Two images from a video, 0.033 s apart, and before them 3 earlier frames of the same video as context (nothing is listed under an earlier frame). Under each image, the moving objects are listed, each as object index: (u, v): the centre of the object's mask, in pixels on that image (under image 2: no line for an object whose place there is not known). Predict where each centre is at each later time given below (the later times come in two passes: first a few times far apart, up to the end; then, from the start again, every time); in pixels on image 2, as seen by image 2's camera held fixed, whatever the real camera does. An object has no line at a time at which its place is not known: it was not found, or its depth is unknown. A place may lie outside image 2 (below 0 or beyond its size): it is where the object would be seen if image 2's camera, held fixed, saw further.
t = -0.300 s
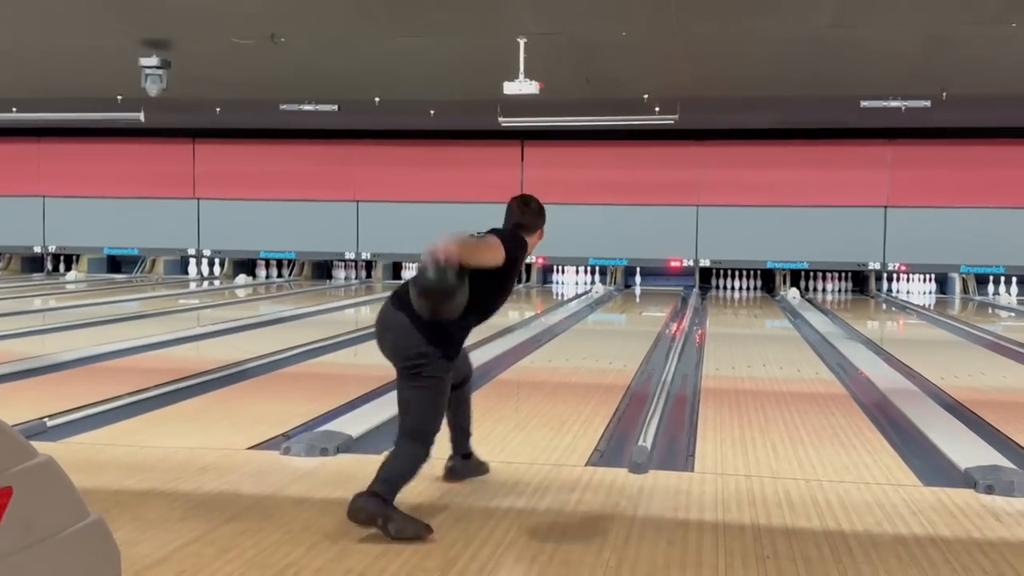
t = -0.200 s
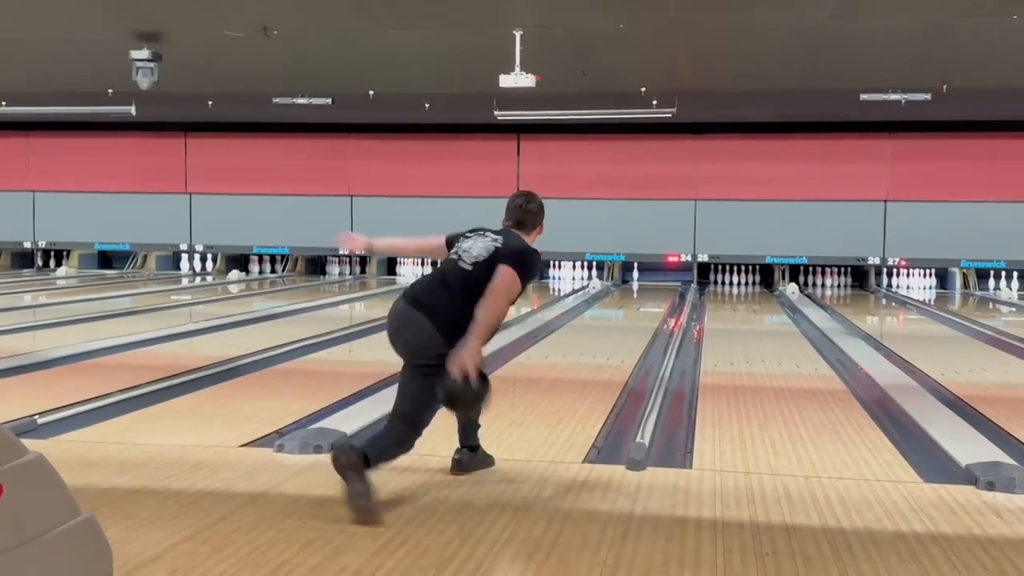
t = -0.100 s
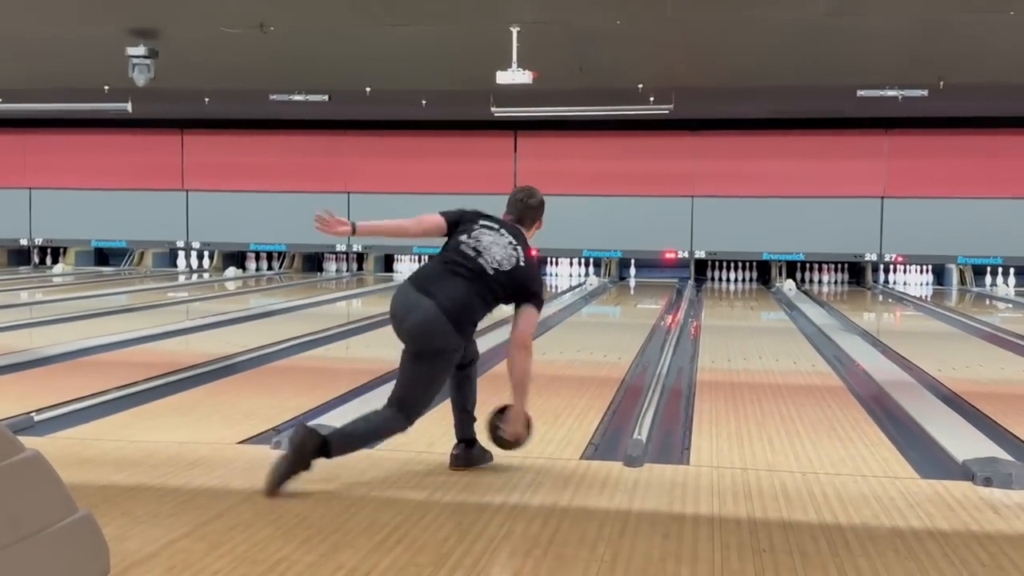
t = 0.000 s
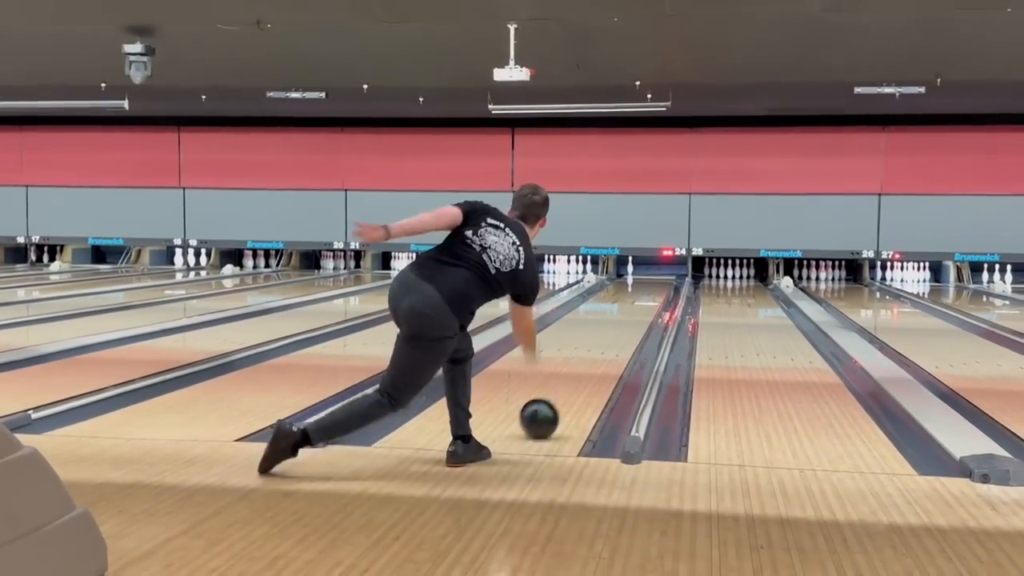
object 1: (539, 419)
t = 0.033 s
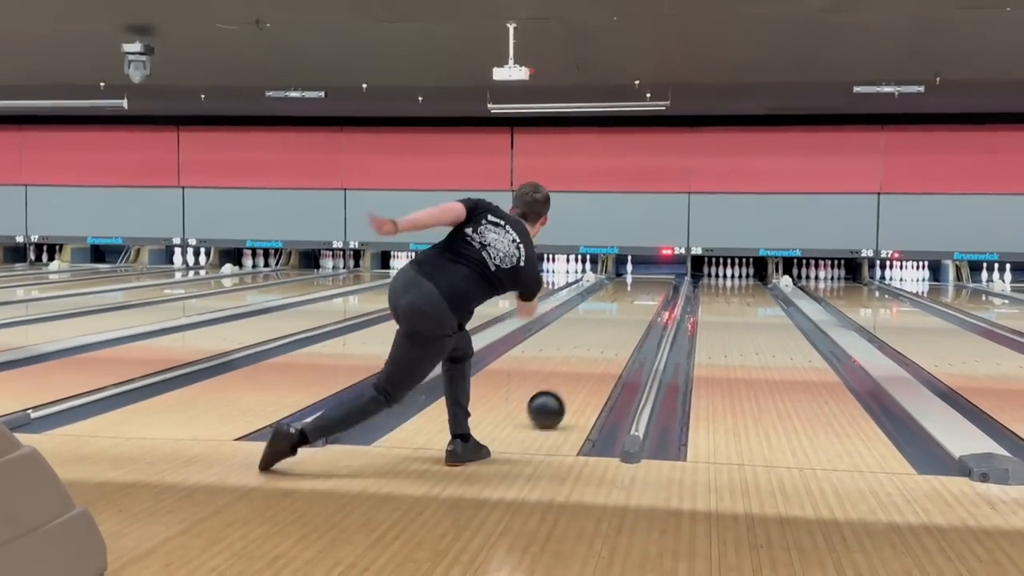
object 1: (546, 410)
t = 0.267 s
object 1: (584, 366)
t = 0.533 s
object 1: (608, 335)
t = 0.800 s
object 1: (620, 315)
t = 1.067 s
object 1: (628, 302)
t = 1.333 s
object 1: (631, 291)
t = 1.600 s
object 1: (634, 283)
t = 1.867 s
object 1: (633, 275)
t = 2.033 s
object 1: (632, 272)
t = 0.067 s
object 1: (553, 402)
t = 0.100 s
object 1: (559, 395)
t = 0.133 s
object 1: (565, 388)
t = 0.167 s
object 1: (570, 382)
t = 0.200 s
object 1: (575, 376)
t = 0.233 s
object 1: (580, 371)
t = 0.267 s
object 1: (584, 366)
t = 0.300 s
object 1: (588, 361)
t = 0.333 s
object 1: (591, 357)
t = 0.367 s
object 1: (595, 352)
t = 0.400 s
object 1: (598, 348)
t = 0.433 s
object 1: (601, 345)
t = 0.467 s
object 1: (603, 341)
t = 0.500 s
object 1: (606, 338)
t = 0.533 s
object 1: (608, 335)
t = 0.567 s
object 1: (610, 332)
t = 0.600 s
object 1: (612, 330)
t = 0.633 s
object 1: (614, 327)
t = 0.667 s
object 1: (615, 325)
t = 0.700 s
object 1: (617, 322)
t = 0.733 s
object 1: (618, 320)
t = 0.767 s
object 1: (619, 318)
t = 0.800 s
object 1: (620, 315)
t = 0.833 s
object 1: (622, 314)
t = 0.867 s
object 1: (623, 312)
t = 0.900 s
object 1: (624, 310)
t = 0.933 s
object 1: (624, 308)
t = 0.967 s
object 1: (625, 307)
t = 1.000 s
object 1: (626, 305)
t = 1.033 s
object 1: (627, 304)
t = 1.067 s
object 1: (628, 302)
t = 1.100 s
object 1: (628, 300)
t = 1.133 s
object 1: (629, 299)
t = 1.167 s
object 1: (629, 298)
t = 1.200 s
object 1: (630, 296)
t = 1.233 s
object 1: (630, 295)
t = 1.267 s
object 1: (630, 293)
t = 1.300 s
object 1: (631, 292)
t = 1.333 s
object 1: (631, 291)
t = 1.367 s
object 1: (632, 290)
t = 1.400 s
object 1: (632, 289)
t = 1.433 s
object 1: (632, 288)
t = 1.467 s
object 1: (632, 287)
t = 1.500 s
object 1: (633, 286)
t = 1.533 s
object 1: (633, 285)
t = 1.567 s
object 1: (634, 283)
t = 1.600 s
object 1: (634, 283)
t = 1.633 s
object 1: (634, 282)
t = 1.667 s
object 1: (634, 280)
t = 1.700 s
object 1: (634, 280)
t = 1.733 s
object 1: (634, 279)
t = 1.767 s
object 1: (633, 278)
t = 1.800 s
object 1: (633, 277)
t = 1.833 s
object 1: (633, 276)
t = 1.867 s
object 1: (633, 275)
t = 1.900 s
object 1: (633, 274)
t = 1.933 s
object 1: (633, 273)
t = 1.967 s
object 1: (633, 273)
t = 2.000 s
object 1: (633, 272)
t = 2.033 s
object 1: (632, 272)
